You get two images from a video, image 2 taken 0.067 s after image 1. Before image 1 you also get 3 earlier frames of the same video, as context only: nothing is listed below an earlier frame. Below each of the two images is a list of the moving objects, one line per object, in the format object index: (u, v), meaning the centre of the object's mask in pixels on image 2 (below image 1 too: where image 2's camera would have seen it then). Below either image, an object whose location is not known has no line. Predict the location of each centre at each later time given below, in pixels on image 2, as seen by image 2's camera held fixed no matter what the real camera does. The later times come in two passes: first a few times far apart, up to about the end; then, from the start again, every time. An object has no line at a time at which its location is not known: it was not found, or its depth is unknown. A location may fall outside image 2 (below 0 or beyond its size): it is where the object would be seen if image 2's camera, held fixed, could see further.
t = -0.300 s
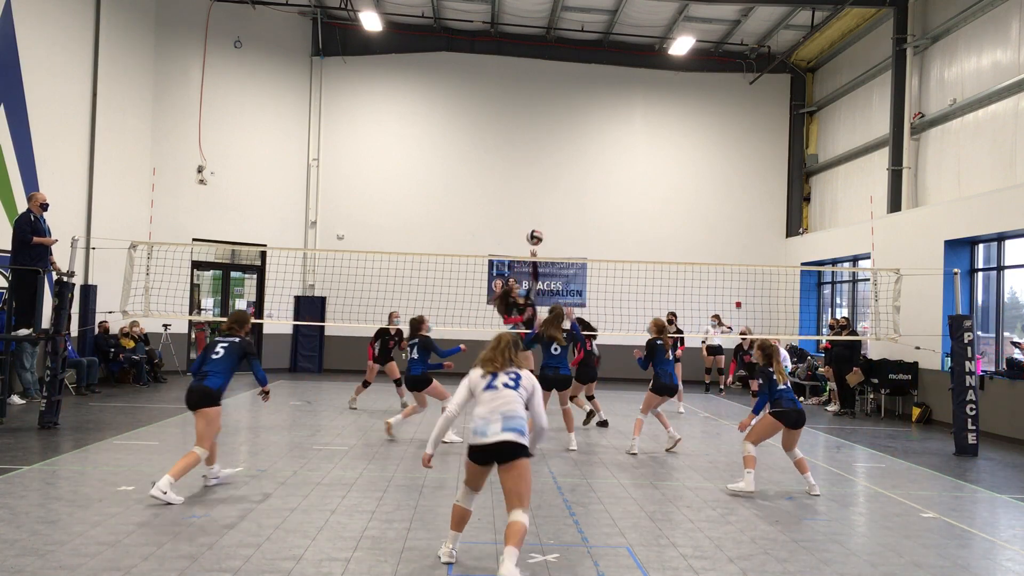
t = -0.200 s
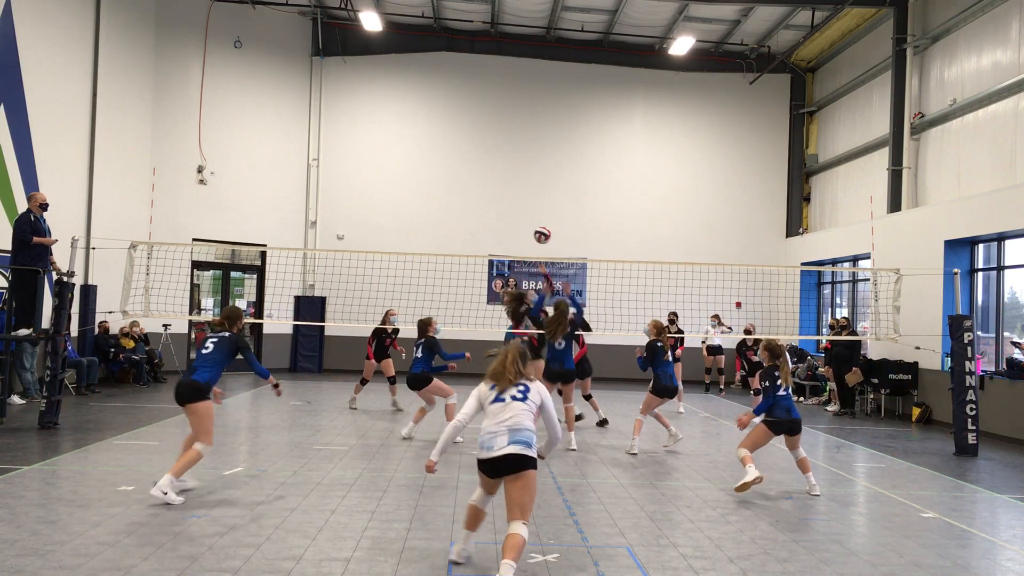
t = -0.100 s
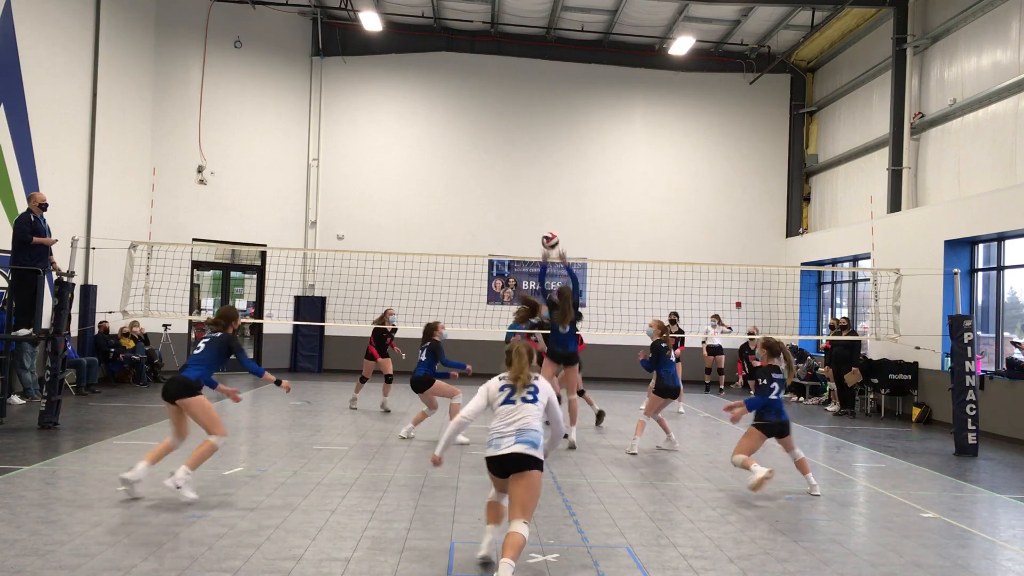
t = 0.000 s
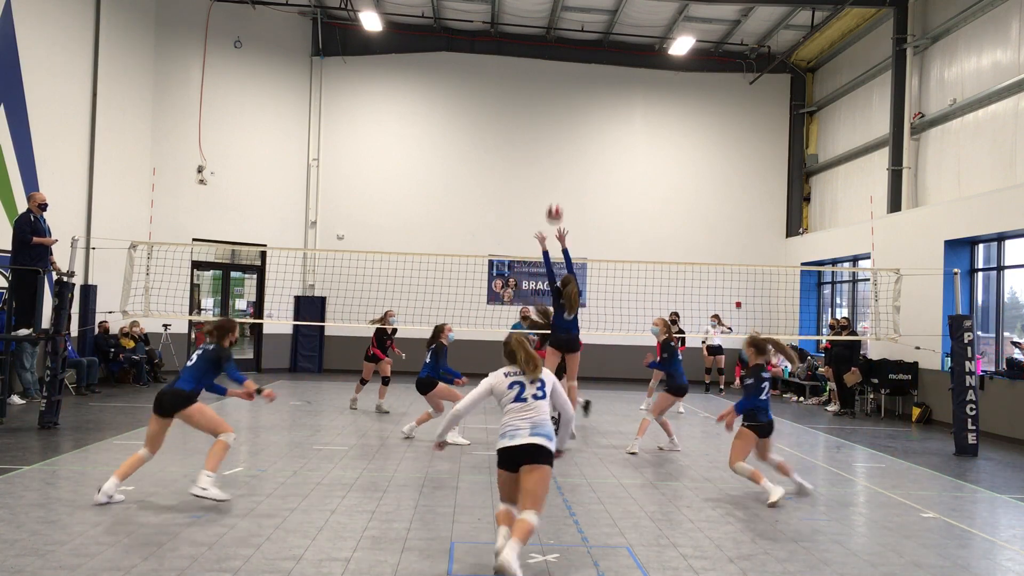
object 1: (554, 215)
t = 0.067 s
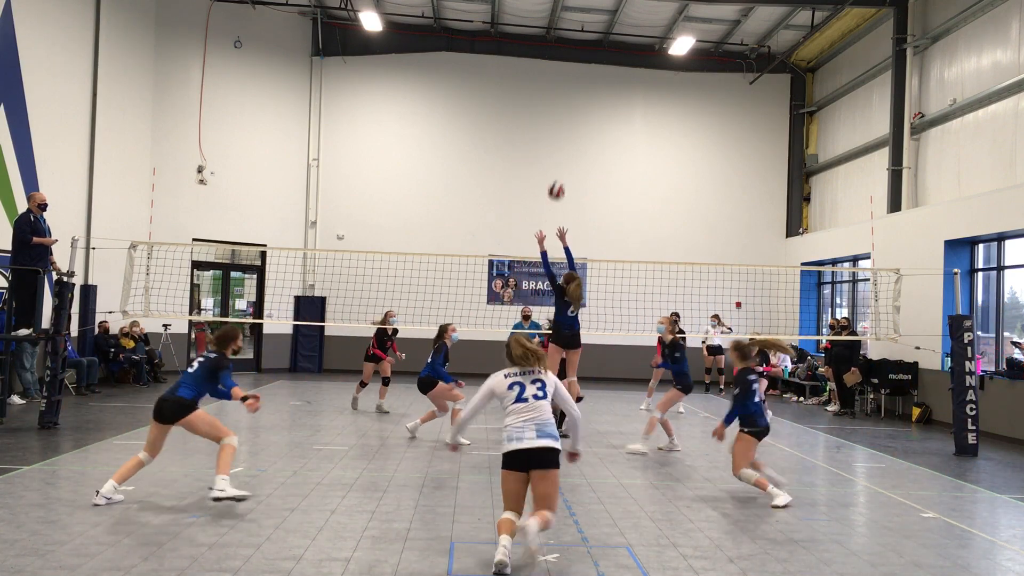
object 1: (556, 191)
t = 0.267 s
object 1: (560, 145)
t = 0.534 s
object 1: (564, 133)
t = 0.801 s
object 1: (567, 183)
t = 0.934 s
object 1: (567, 231)
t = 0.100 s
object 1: (557, 181)
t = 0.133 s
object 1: (558, 172)
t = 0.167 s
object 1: (558, 164)
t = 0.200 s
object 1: (559, 156)
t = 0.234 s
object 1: (560, 150)
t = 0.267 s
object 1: (560, 145)
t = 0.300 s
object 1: (561, 140)
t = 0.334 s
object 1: (562, 136)
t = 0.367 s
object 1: (562, 133)
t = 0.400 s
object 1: (563, 131)
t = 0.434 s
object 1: (563, 130)
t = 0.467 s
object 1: (564, 130)
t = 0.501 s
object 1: (564, 131)
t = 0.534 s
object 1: (564, 133)
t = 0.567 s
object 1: (565, 136)
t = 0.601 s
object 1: (566, 139)
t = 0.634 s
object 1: (566, 144)
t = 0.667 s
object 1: (566, 150)
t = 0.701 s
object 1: (567, 157)
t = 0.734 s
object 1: (567, 165)
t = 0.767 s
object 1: (567, 174)
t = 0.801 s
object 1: (567, 183)
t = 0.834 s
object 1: (567, 193)
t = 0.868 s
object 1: (567, 206)
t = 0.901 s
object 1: (567, 218)
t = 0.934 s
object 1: (567, 231)
